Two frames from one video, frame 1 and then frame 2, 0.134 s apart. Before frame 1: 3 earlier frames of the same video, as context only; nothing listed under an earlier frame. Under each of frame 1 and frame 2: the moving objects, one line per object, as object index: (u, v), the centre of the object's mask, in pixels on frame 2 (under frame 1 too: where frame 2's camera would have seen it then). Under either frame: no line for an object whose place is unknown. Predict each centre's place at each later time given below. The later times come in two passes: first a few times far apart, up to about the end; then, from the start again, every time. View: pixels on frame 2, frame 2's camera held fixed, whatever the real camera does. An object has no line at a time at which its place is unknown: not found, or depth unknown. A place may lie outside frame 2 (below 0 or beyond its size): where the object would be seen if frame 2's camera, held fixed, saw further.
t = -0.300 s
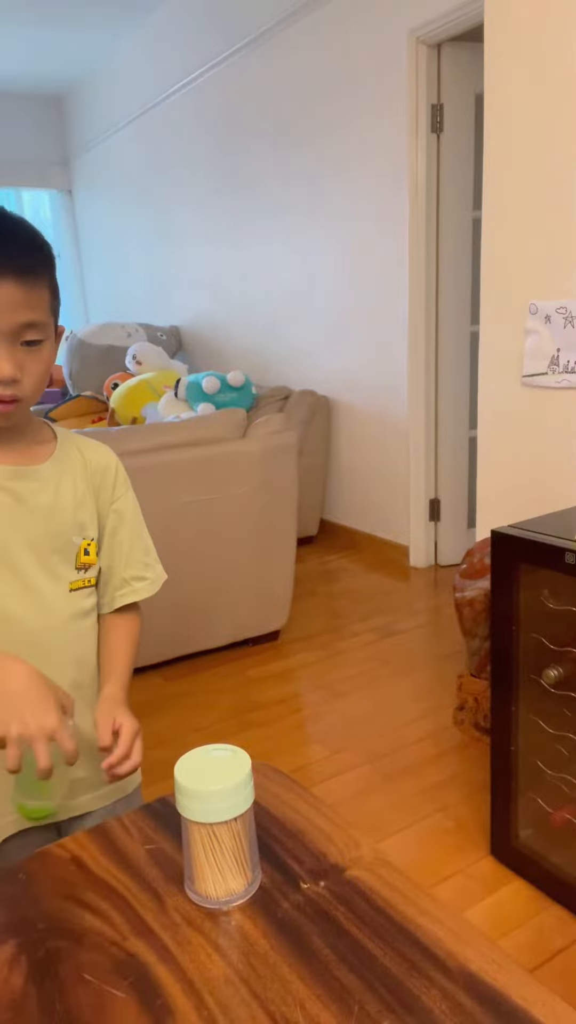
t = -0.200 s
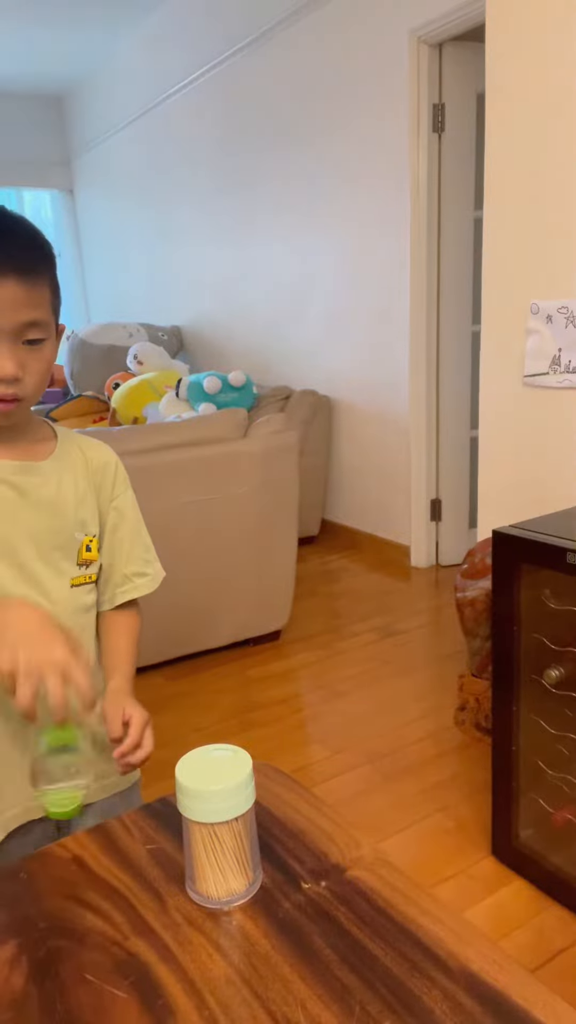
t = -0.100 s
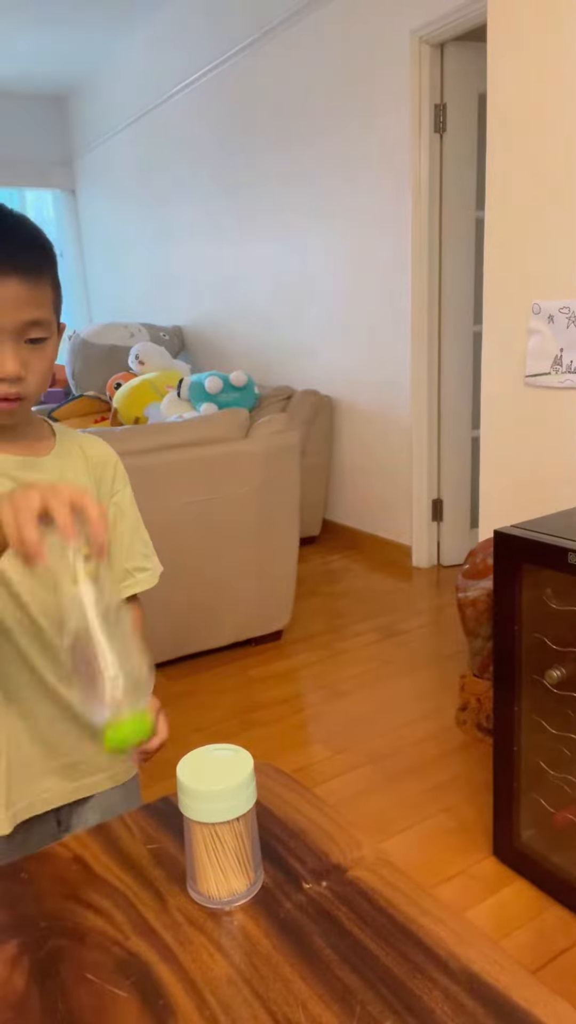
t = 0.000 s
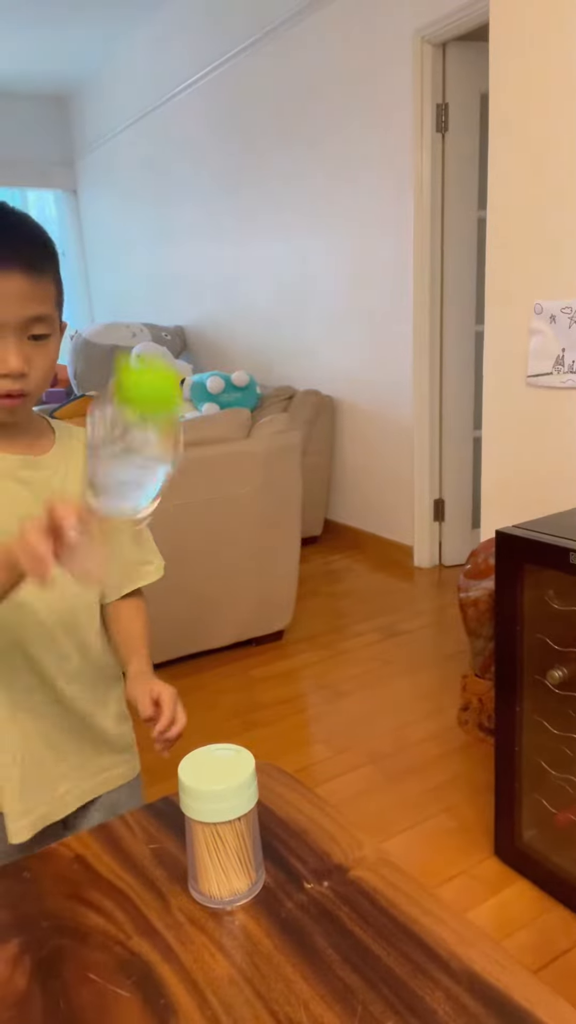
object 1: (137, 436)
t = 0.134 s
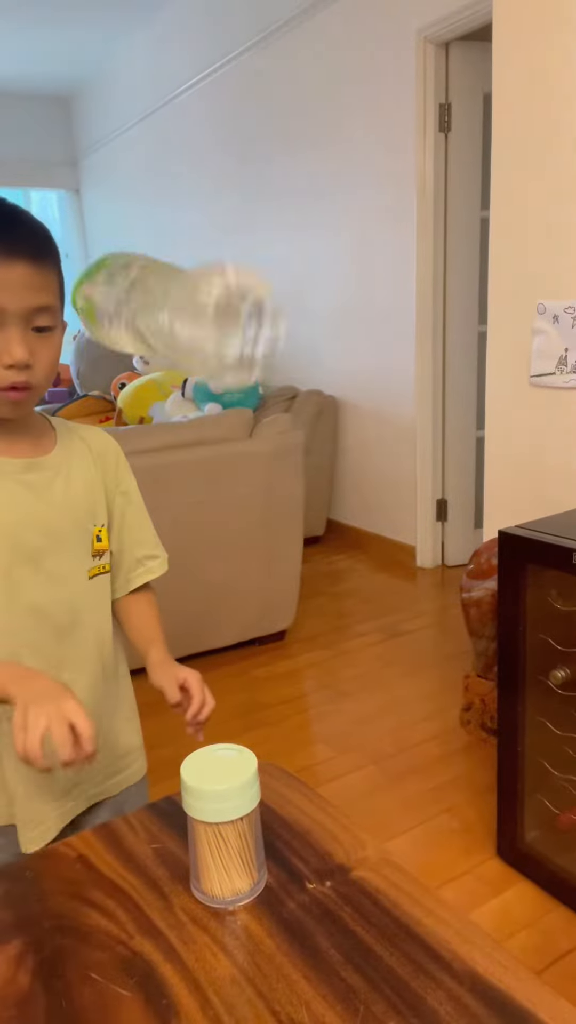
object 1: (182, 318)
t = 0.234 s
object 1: (200, 353)
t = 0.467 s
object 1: (219, 616)
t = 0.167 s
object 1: (192, 302)
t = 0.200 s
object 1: (195, 316)
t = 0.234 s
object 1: (200, 353)
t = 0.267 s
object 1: (206, 416)
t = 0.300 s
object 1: (214, 499)
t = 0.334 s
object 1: (225, 594)
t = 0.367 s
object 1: (225, 615)
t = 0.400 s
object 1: (226, 616)
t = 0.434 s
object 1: (223, 616)
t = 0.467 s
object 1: (219, 616)
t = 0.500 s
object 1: (215, 617)
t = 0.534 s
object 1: (209, 618)
